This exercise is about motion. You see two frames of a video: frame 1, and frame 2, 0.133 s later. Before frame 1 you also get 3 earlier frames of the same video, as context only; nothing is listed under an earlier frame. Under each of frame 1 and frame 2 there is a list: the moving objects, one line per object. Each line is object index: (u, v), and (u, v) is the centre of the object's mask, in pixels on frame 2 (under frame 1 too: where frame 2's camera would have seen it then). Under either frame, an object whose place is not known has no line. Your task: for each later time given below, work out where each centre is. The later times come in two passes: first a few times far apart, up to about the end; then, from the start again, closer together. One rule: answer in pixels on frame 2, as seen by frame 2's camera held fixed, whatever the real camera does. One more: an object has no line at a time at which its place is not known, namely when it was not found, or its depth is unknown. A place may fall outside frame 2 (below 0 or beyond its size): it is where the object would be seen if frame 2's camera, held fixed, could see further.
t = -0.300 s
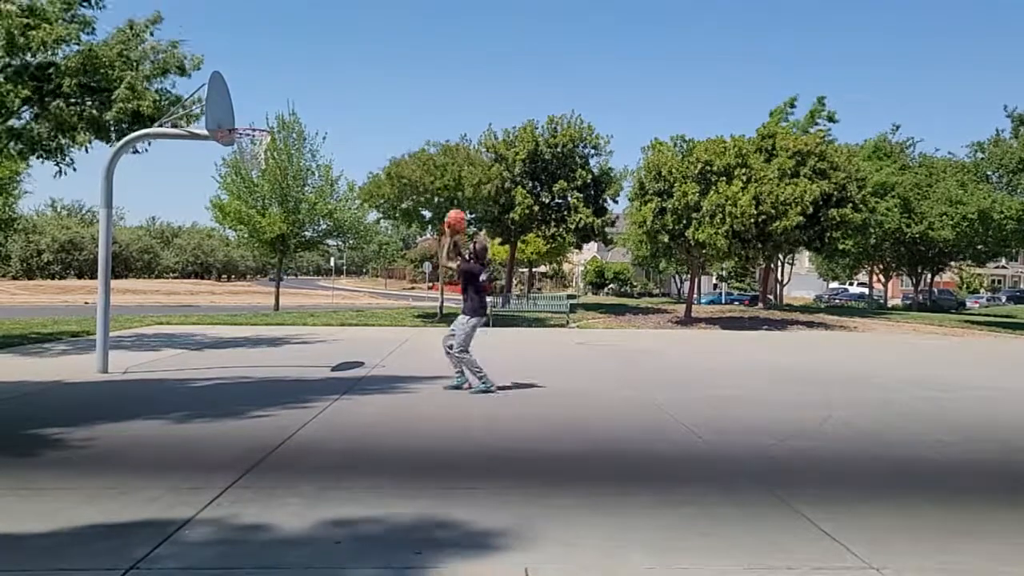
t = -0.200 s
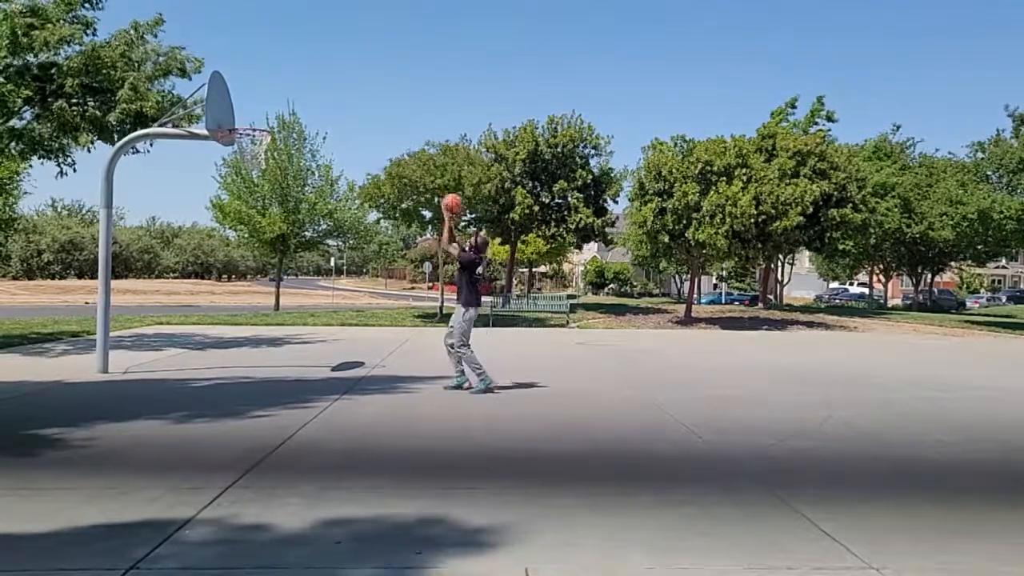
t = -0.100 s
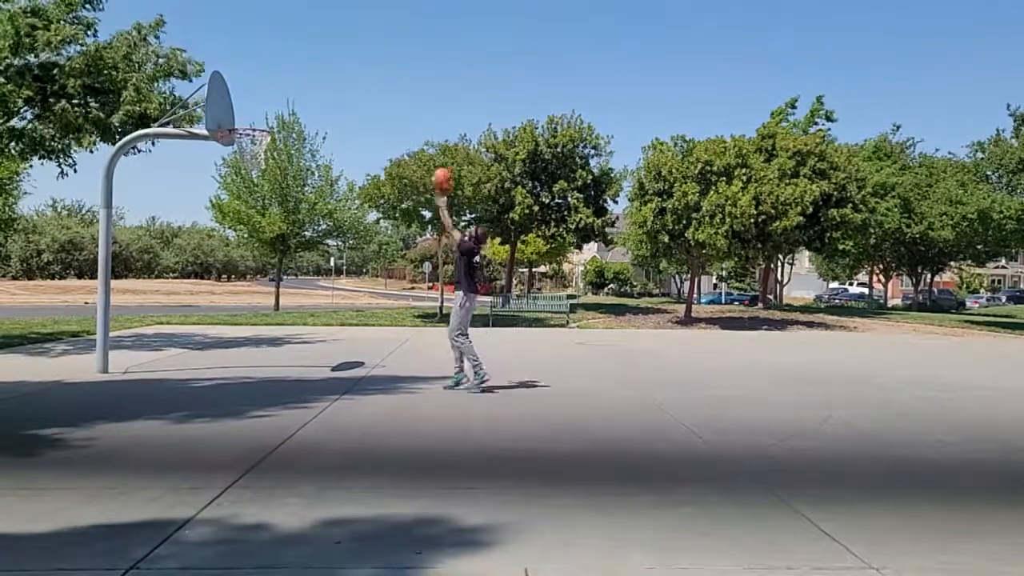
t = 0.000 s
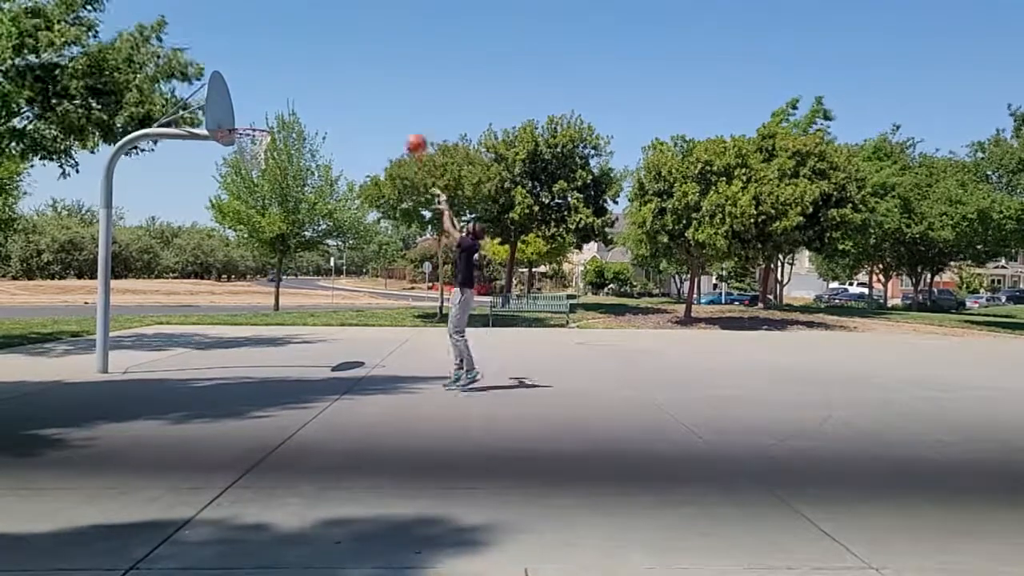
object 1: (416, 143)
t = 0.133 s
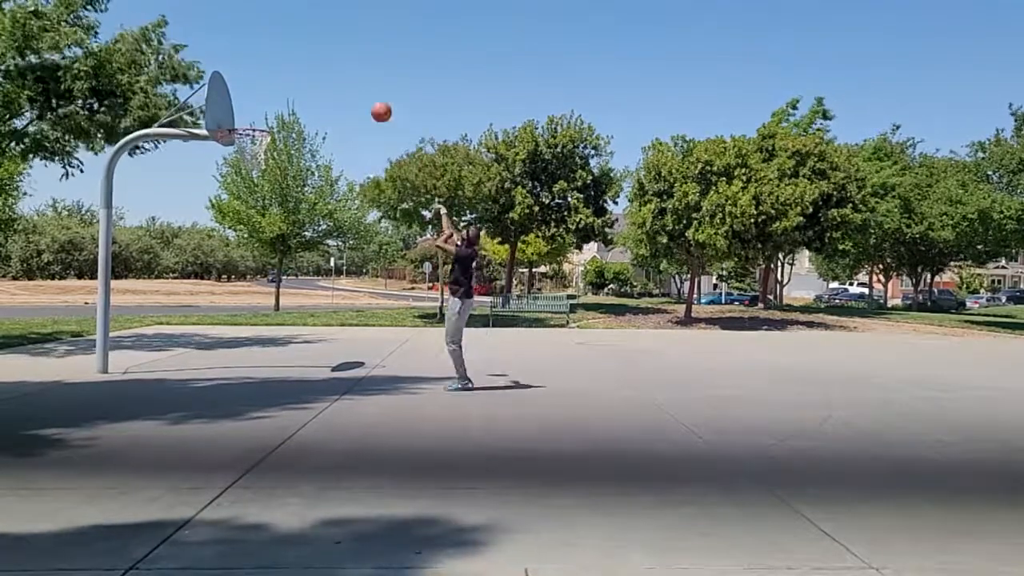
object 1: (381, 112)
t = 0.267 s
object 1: (347, 95)
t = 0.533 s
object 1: (283, 105)
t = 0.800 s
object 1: (249, 101)
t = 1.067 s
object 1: (229, 118)
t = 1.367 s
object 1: (252, 125)
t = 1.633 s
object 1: (262, 162)
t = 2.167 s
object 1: (252, 354)
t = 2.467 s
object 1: (240, 262)
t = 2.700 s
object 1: (228, 219)
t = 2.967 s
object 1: (215, 221)
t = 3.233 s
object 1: (202, 285)
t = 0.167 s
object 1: (372, 106)
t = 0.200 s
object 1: (364, 101)
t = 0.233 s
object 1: (355, 98)
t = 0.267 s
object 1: (347, 95)
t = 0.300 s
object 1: (339, 93)
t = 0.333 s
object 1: (331, 92)
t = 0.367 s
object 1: (323, 92)
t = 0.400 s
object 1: (315, 93)
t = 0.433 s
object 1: (307, 95)
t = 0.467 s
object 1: (299, 98)
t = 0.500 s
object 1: (290, 101)
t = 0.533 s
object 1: (283, 105)
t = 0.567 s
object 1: (274, 111)
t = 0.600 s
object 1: (267, 117)
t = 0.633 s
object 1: (261, 119)
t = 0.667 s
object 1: (259, 114)
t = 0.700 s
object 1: (257, 110)
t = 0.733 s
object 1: (254, 106)
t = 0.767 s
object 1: (252, 103)
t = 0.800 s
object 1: (249, 101)
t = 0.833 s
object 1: (247, 100)
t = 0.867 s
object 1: (244, 100)
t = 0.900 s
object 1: (242, 101)
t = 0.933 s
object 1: (239, 103)
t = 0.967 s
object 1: (237, 105)
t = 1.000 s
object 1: (235, 107)
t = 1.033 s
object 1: (232, 112)
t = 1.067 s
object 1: (229, 118)
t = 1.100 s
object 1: (231, 120)
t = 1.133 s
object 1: (234, 119)
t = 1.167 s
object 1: (237, 117)
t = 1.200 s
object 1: (240, 117)
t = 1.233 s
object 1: (242, 117)
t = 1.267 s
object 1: (245, 118)
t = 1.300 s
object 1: (247, 120)
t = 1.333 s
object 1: (250, 121)
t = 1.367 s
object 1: (252, 125)
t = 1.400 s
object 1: (254, 130)
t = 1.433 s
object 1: (255, 135)
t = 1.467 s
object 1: (255, 138)
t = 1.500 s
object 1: (262, 147)
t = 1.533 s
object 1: (259, 149)
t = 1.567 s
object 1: (260, 151)
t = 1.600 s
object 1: (262, 153)
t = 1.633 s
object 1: (262, 162)
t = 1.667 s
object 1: (259, 169)
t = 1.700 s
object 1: (258, 173)
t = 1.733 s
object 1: (258, 181)
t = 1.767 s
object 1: (258, 189)
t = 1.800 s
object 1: (256, 196)
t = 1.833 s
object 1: (257, 208)
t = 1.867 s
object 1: (255, 217)
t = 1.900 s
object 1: (257, 230)
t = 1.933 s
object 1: (255, 241)
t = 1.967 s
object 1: (255, 254)
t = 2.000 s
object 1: (254, 269)
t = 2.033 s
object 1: (253, 285)
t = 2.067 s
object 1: (253, 301)
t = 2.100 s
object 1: (253, 317)
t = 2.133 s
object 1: (253, 335)
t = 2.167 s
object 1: (252, 354)
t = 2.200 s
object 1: (252, 367)
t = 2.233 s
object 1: (251, 350)
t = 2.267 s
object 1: (249, 335)
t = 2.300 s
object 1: (247, 321)
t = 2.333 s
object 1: (247, 310)
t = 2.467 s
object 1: (240, 262)
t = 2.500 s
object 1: (239, 254)
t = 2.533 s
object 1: (237, 246)
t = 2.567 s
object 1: (234, 239)
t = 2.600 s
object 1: (234, 233)
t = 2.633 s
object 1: (233, 227)
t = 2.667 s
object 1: (232, 222)
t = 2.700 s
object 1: (228, 219)
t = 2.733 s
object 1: (227, 217)
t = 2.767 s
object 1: (225, 215)
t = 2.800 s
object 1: (223, 214)
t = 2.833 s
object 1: (222, 214)
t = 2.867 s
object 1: (221, 214)
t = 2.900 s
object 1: (220, 215)
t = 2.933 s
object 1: (218, 217)
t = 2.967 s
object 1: (215, 221)
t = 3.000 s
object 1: (214, 227)
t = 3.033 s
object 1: (213, 231)
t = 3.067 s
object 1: (211, 238)
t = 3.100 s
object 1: (209, 246)
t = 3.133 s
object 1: (208, 253)
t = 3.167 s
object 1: (206, 263)
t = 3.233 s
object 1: (202, 285)
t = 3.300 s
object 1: (198, 311)
